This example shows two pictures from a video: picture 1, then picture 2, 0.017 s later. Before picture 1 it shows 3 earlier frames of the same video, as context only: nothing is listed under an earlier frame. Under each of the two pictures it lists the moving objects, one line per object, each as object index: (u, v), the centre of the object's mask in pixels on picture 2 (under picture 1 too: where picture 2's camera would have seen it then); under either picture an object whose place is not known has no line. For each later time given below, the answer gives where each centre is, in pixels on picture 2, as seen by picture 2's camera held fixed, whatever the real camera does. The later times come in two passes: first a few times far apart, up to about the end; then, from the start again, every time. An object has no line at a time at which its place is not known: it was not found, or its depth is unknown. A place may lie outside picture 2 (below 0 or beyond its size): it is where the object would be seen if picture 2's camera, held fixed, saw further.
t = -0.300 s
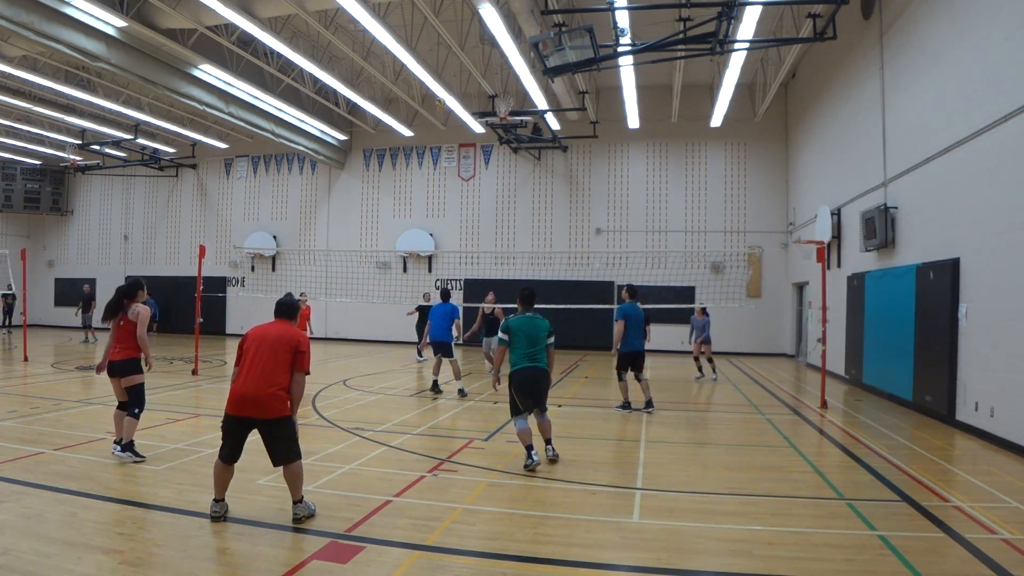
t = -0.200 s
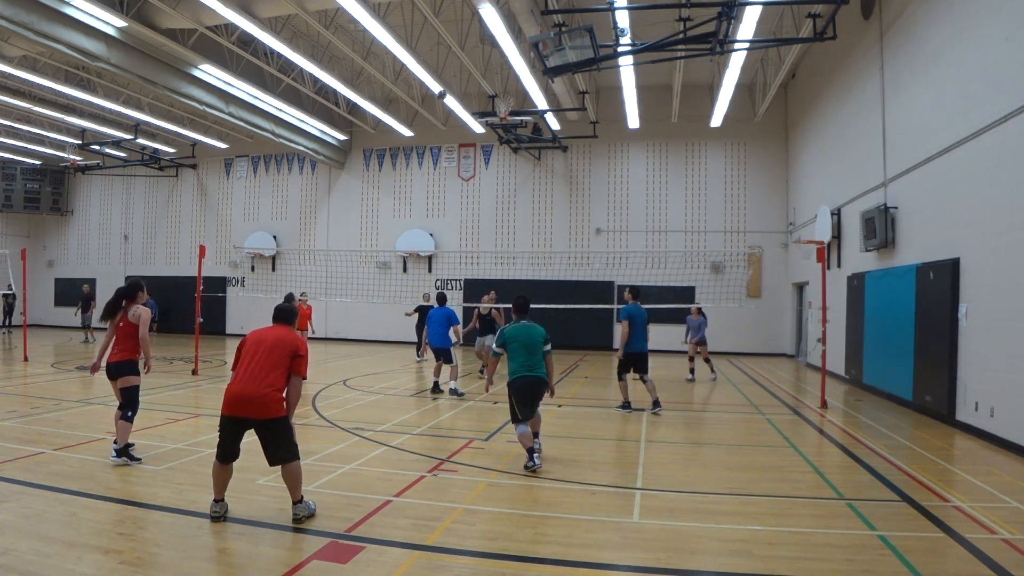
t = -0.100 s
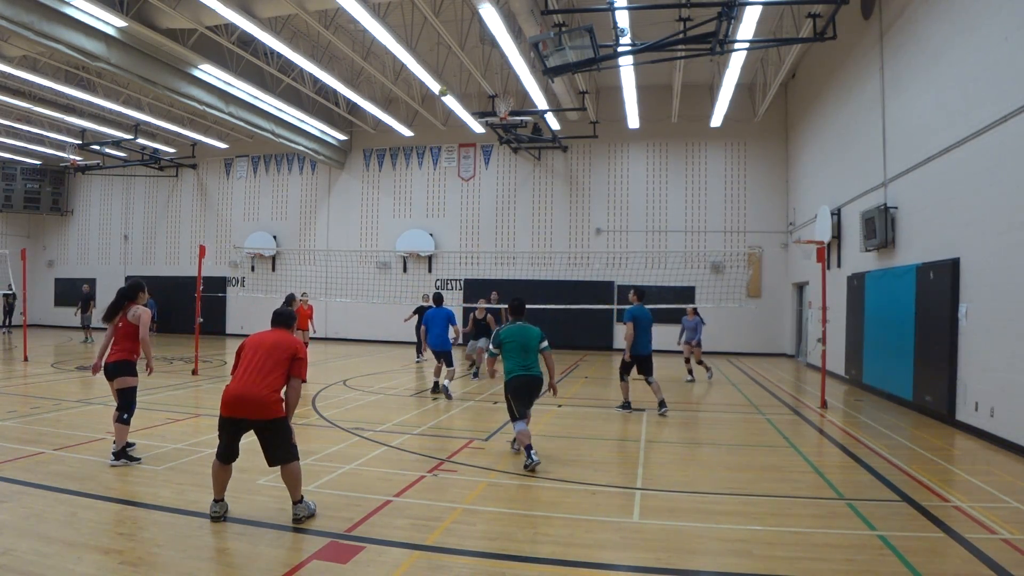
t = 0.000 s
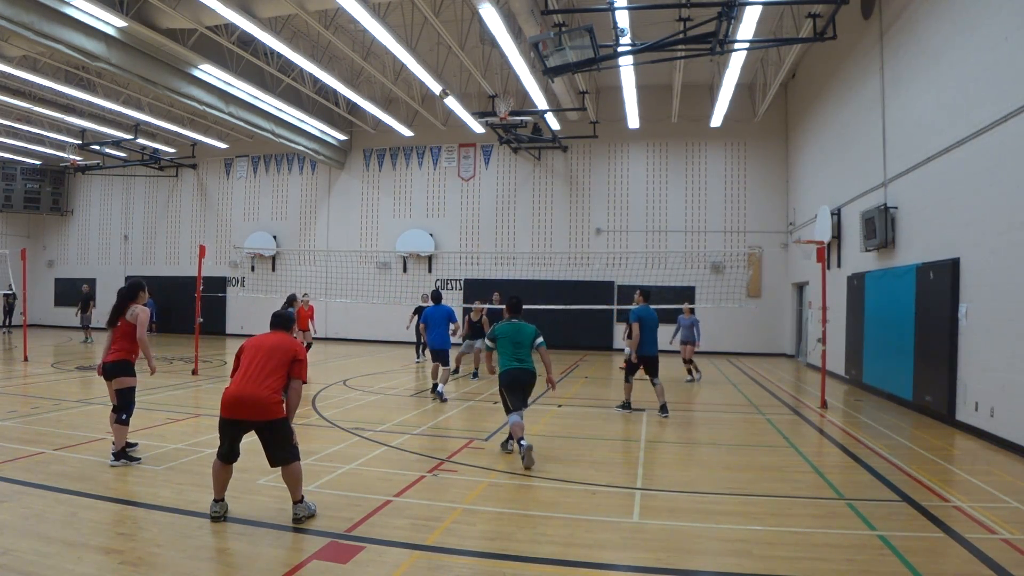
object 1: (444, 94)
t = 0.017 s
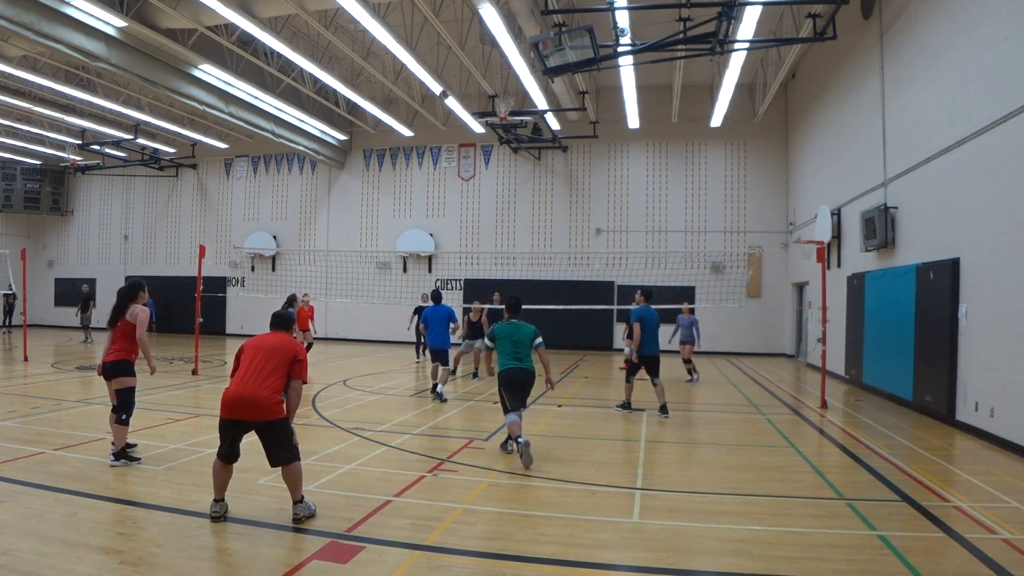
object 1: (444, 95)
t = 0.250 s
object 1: (446, 124)
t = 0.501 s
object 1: (447, 197)
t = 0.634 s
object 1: (447, 257)
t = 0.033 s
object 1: (444, 96)
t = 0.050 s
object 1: (445, 97)
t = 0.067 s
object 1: (444, 99)
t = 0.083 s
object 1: (445, 100)
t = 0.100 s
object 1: (445, 102)
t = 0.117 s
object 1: (445, 103)
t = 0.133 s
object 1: (445, 105)
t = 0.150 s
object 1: (444, 107)
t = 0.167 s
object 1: (444, 109)
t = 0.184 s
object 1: (444, 115)
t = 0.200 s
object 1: (444, 116)
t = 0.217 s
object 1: (445, 117)
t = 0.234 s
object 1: (446, 120)
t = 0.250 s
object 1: (446, 124)
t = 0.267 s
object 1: (446, 127)
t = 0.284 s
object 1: (446, 130)
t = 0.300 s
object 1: (446, 134)
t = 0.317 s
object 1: (446, 138)
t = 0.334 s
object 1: (446, 143)
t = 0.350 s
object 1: (446, 147)
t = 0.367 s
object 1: (446, 152)
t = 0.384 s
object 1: (446, 157)
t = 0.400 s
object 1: (446, 162)
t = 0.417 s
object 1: (446, 167)
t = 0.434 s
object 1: (446, 173)
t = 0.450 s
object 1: (446, 178)
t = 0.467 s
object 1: (446, 185)
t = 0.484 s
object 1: (446, 191)
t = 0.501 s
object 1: (447, 197)
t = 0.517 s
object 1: (447, 204)
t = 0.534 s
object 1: (447, 211)
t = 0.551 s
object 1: (447, 218)
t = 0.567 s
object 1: (447, 226)
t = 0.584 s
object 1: (447, 233)
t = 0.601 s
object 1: (447, 241)
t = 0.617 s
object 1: (447, 249)
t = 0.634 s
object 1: (447, 257)
